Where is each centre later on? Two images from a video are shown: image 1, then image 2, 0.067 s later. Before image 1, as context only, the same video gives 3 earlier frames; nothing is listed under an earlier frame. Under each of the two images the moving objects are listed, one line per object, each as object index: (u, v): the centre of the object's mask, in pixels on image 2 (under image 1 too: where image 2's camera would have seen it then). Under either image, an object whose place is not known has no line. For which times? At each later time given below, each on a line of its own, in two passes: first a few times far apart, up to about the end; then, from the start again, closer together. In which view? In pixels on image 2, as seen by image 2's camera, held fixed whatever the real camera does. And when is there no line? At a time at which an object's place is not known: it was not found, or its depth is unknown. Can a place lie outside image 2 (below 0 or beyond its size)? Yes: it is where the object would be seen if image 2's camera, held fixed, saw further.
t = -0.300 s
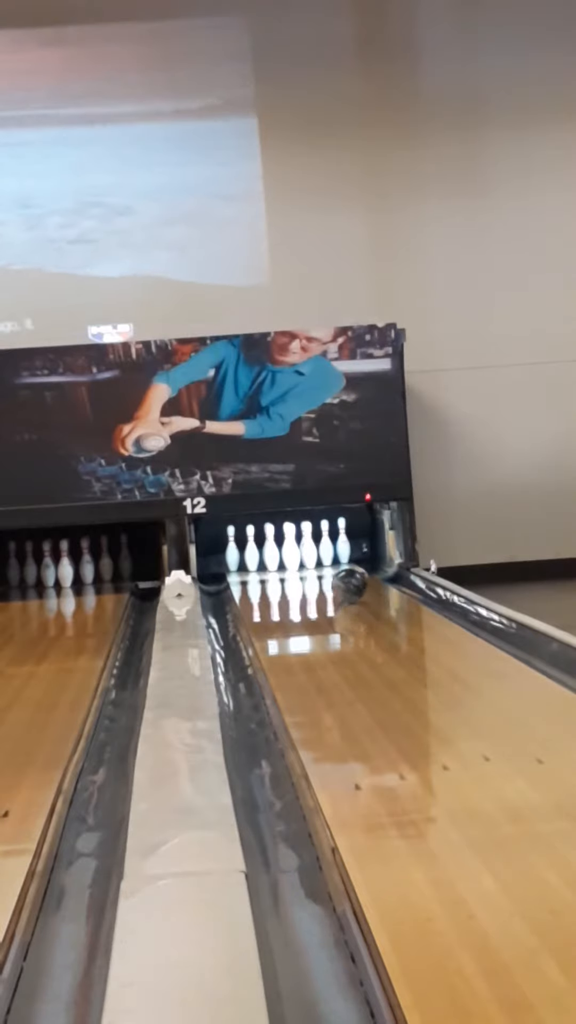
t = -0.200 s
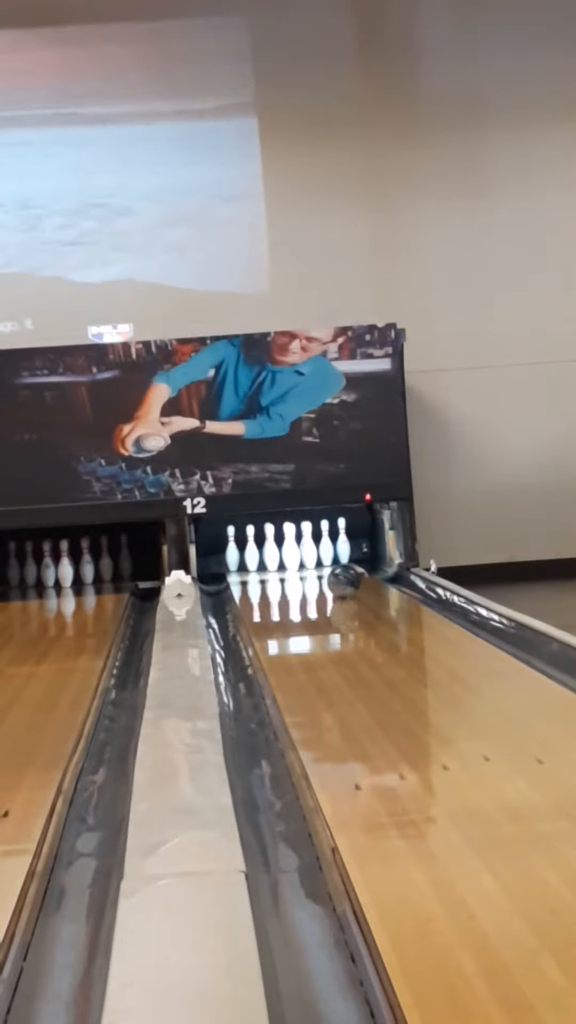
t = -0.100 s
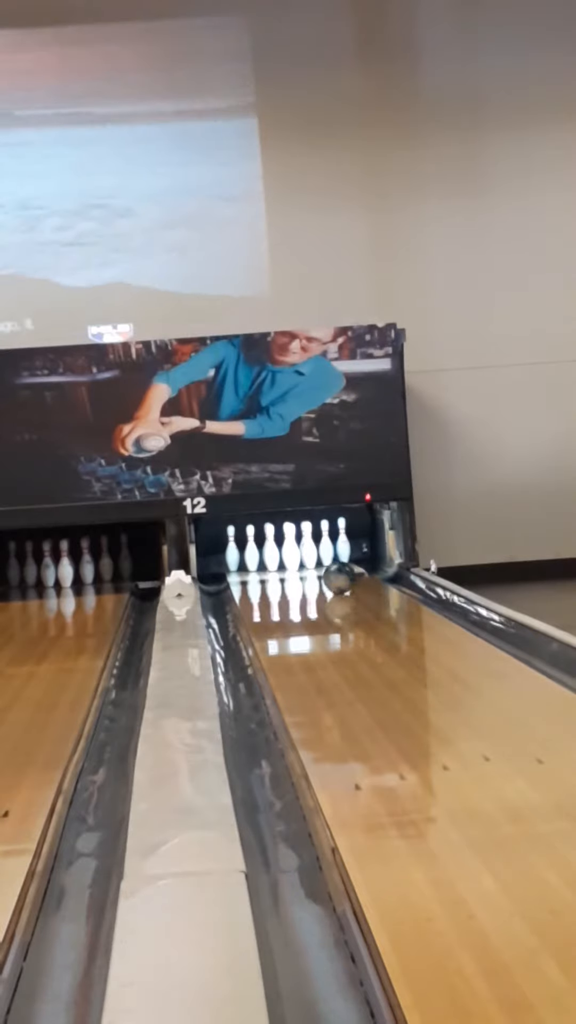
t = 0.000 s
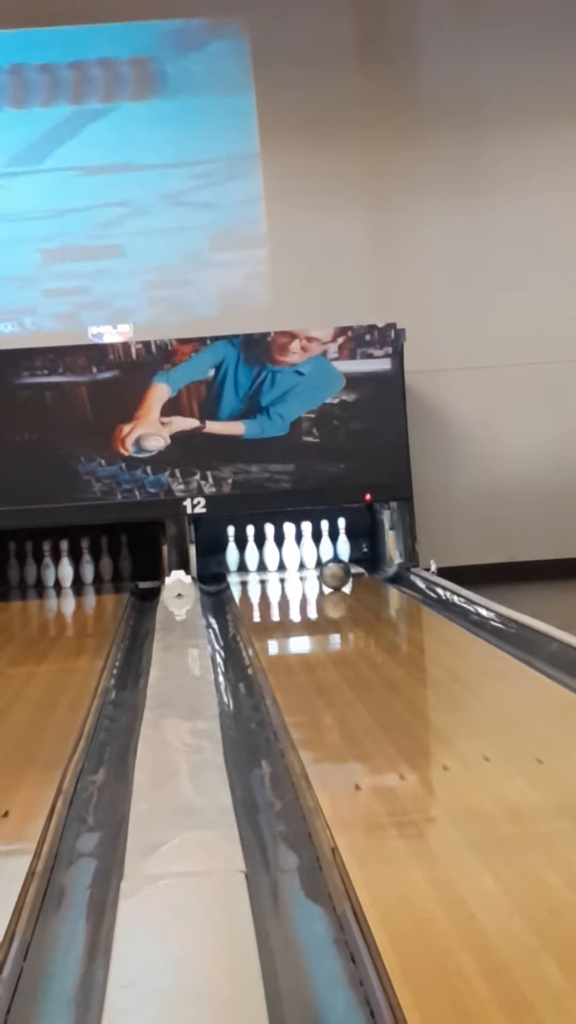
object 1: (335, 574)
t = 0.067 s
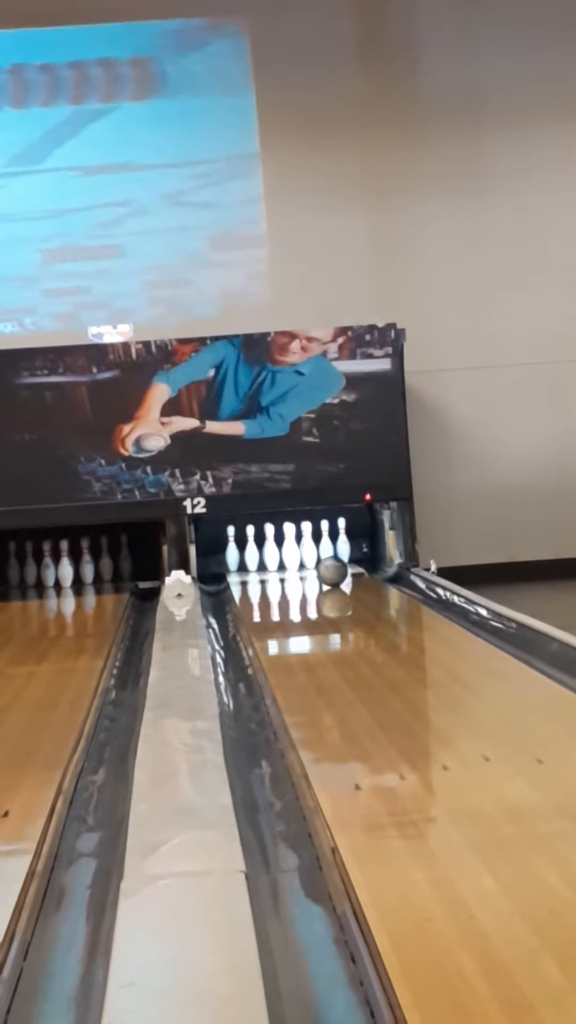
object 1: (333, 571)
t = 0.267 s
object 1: (325, 565)
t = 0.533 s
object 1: (316, 557)
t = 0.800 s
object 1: (314, 554)
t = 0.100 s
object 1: (331, 570)
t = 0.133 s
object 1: (330, 569)
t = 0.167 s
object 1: (329, 568)
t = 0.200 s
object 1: (328, 567)
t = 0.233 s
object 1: (327, 566)
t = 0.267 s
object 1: (325, 565)
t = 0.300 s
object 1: (324, 564)
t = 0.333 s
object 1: (323, 563)
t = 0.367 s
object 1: (322, 562)
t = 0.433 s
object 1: (320, 560)
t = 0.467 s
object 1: (318, 559)
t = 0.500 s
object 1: (317, 558)
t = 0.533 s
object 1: (316, 557)
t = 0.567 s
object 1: (315, 556)
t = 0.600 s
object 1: (314, 556)
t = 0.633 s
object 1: (315, 555)
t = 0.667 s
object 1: (316, 555)
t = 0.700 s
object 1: (316, 555)
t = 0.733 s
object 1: (315, 554)
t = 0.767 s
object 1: (316, 554)
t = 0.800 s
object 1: (314, 554)
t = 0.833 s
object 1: (312, 553)
